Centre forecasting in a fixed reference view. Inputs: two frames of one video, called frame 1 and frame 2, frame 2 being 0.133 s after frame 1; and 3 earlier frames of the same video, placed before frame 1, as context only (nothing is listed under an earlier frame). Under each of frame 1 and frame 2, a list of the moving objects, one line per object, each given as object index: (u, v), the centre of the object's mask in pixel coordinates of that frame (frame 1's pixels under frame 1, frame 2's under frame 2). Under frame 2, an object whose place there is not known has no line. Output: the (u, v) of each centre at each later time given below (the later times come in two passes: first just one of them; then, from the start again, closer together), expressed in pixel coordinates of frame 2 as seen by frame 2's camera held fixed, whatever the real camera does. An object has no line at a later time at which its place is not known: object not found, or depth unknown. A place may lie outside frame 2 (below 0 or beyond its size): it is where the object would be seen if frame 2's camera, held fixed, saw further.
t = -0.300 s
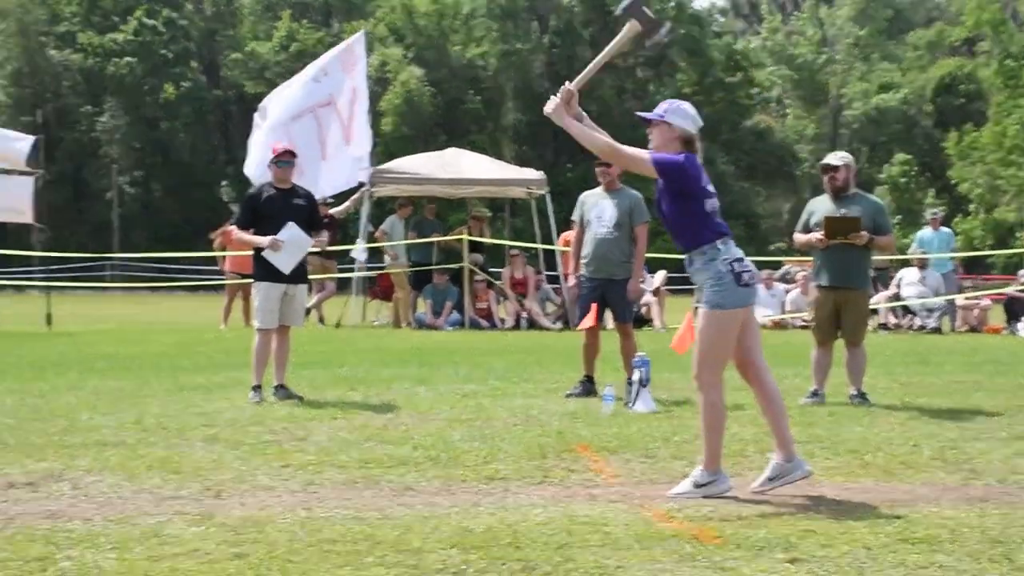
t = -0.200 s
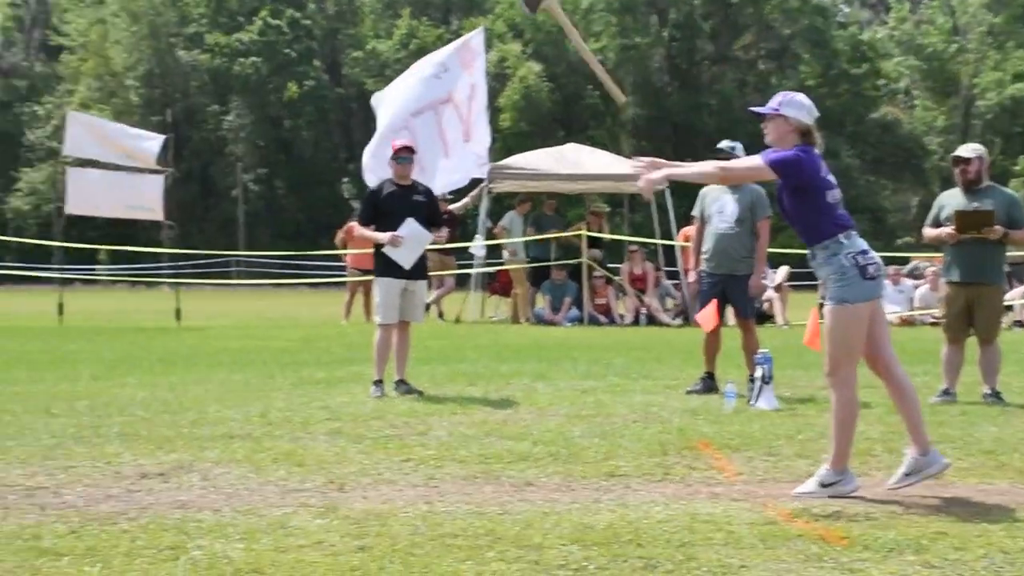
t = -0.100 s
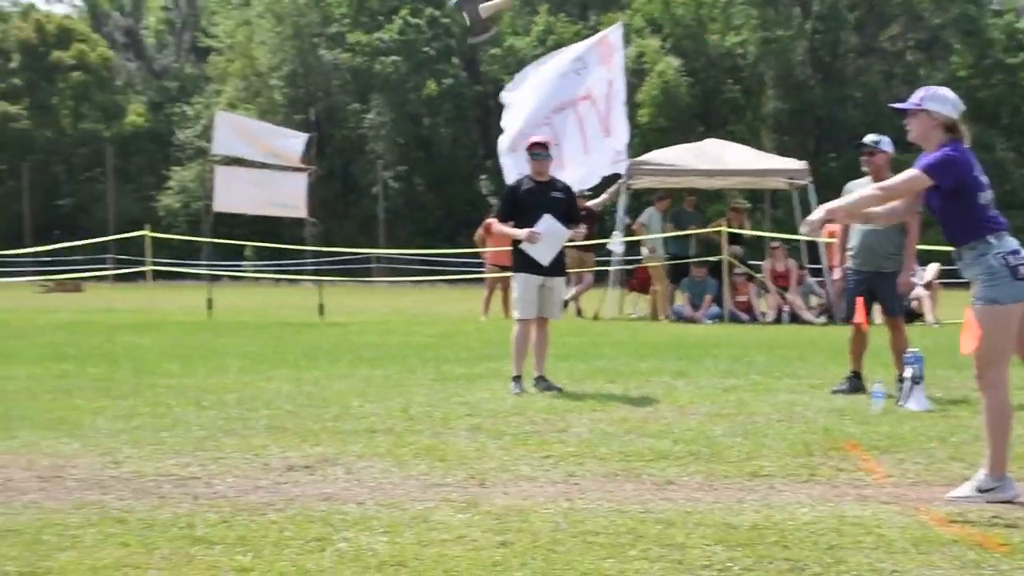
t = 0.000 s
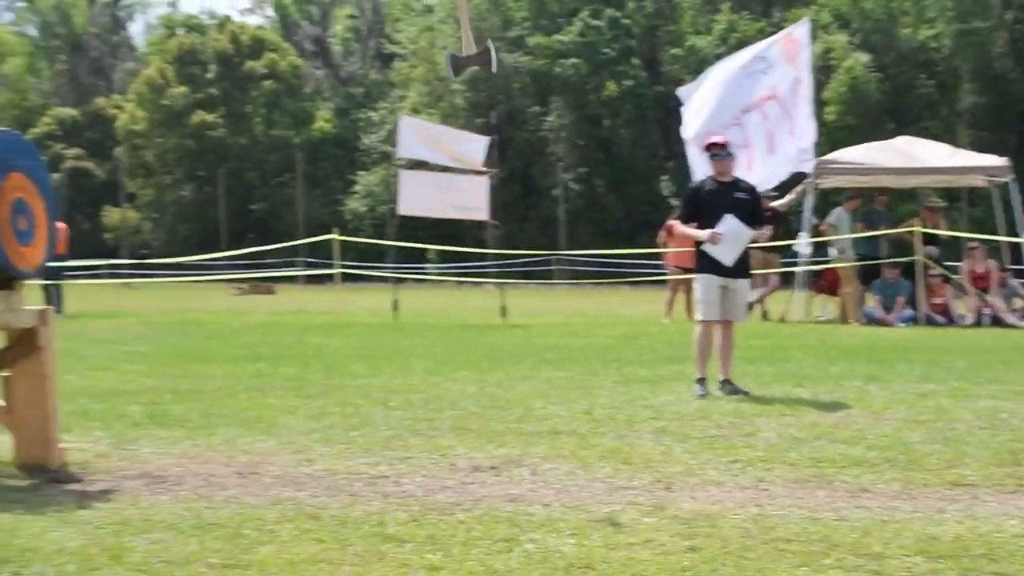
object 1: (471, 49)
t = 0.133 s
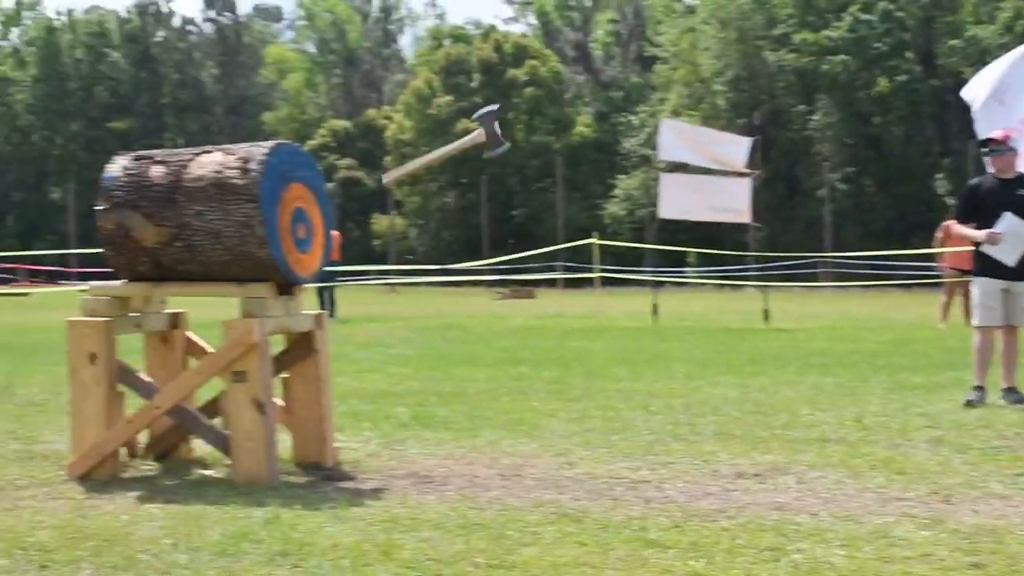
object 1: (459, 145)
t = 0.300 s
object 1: (317, 241)
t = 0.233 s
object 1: (316, 240)
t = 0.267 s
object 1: (316, 239)
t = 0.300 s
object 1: (317, 241)
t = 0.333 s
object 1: (318, 240)
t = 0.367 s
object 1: (319, 238)
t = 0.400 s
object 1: (320, 241)
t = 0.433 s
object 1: (319, 241)
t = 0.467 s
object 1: (319, 242)
